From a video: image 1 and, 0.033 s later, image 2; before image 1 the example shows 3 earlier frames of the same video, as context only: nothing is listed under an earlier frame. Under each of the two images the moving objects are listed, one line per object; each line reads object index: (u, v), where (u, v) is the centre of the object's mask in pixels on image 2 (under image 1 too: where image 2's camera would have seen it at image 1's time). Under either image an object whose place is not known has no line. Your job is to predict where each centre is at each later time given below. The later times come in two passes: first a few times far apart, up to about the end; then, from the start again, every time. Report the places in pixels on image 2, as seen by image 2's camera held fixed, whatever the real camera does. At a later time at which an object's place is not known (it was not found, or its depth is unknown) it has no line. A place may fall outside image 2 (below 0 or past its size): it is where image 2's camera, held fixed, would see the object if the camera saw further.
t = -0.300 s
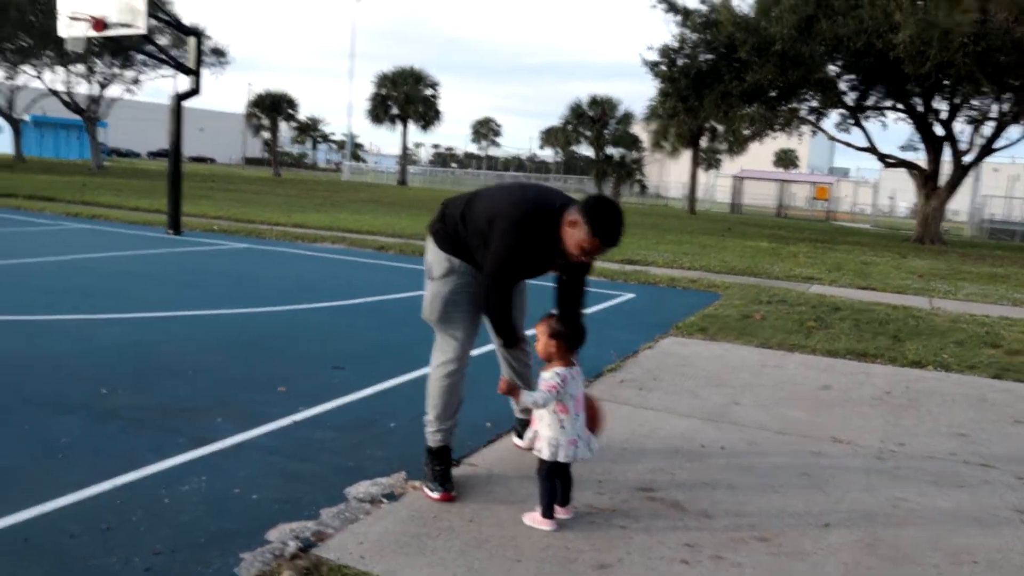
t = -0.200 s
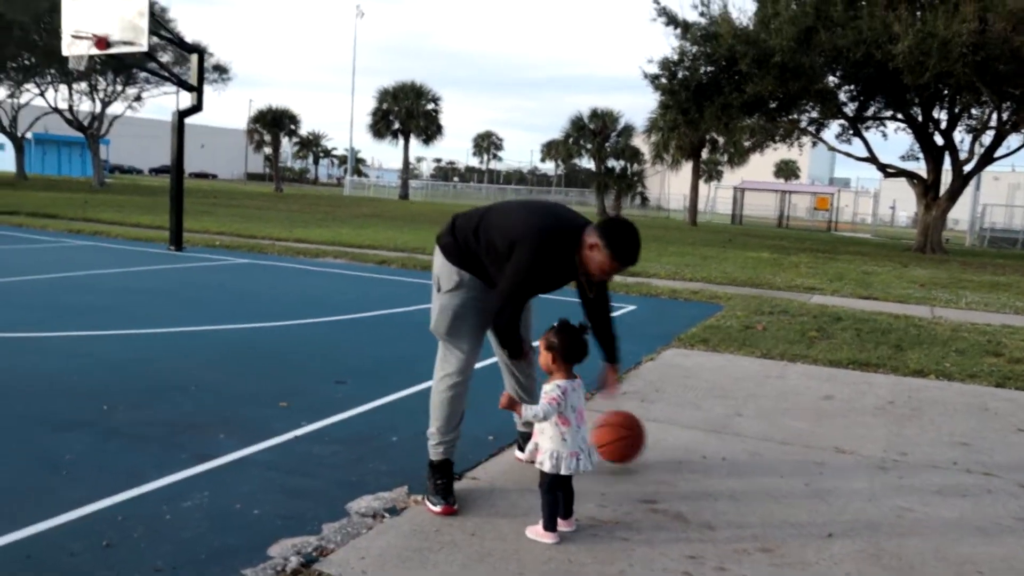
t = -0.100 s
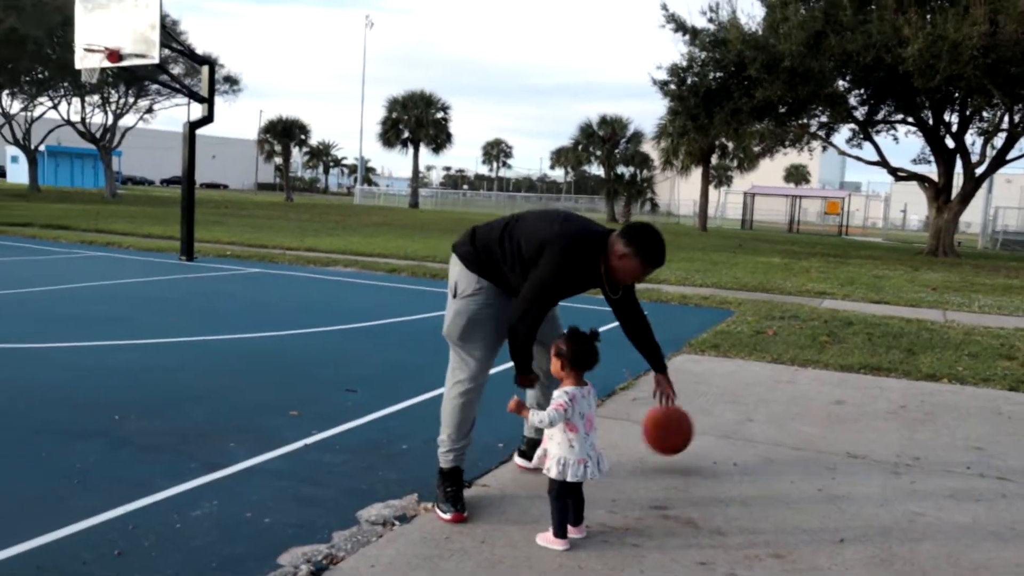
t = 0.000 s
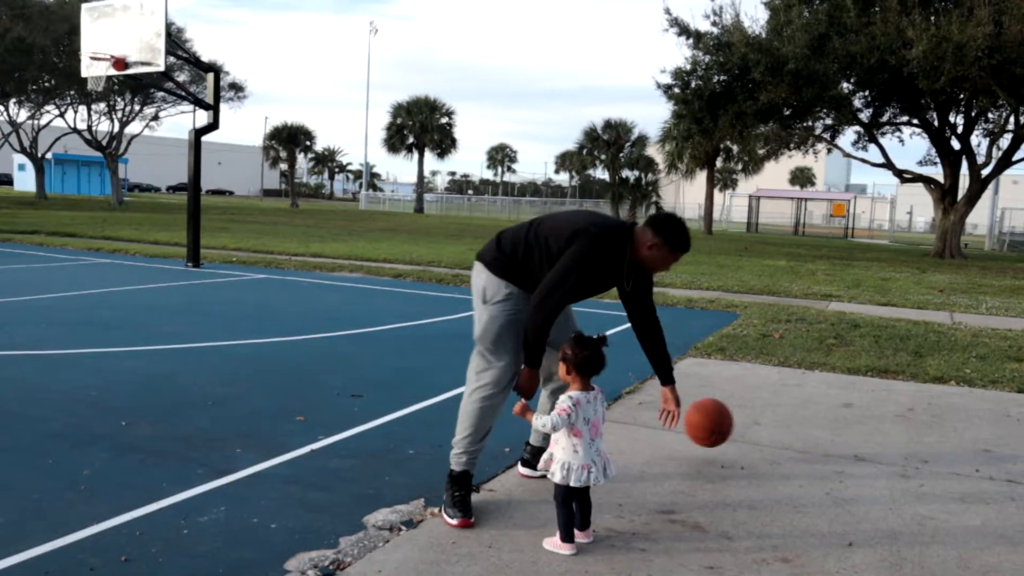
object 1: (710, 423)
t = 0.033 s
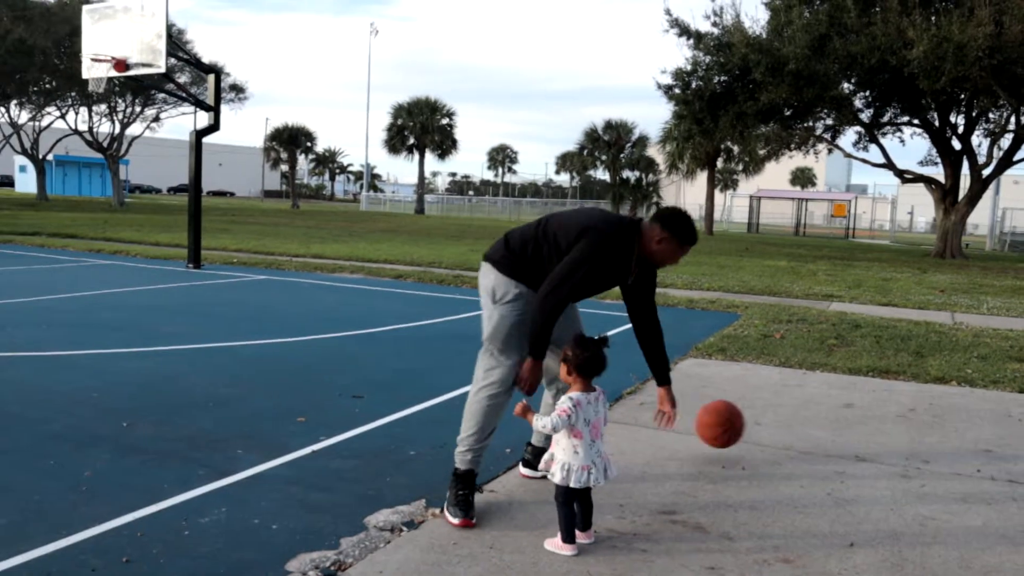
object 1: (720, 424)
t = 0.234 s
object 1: (777, 412)
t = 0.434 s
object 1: (824, 403)
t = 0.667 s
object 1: (868, 392)
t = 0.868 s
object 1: (900, 384)
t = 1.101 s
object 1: (933, 374)
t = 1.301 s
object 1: (957, 370)
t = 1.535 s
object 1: (977, 366)
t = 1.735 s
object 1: (994, 362)
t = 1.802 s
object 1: (1000, 361)
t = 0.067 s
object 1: (730, 427)
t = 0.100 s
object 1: (740, 430)
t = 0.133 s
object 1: (750, 422)
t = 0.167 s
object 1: (760, 417)
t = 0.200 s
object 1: (768, 413)
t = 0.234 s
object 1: (777, 412)
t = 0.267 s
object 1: (786, 413)
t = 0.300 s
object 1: (793, 415)
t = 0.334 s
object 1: (801, 412)
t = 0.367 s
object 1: (809, 407)
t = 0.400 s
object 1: (817, 404)
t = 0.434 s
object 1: (824, 403)
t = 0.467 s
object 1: (830, 404)
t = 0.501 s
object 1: (837, 402)
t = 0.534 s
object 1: (844, 398)
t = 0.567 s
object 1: (850, 396)
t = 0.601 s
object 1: (856, 396)
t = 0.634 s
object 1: (862, 395)
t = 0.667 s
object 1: (868, 392)
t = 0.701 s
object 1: (874, 390)
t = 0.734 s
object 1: (879, 390)
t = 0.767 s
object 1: (884, 387)
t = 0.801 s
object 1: (890, 385)
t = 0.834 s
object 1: (895, 386)
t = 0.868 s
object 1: (900, 384)
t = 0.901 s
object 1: (905, 382)
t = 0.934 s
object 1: (910, 381)
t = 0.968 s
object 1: (915, 379)
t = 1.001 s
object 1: (920, 378)
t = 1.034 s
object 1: (924, 377)
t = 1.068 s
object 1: (929, 376)
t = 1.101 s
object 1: (933, 374)
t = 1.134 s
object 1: (936, 373)
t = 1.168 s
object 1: (941, 373)
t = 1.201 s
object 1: (946, 370)
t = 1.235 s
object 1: (949, 370)
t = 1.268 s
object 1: (953, 370)
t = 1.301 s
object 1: (957, 370)
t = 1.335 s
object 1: (960, 371)
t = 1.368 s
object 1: (963, 371)
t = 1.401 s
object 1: (967, 371)
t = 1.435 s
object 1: (970, 370)
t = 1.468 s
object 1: (972, 369)
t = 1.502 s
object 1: (974, 368)
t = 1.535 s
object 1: (977, 366)
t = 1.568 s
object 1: (979, 366)
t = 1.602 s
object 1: (982, 365)
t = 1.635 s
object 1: (985, 364)
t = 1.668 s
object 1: (988, 364)
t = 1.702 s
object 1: (990, 364)
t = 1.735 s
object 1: (994, 362)
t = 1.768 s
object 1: (997, 361)
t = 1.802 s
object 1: (1000, 361)
